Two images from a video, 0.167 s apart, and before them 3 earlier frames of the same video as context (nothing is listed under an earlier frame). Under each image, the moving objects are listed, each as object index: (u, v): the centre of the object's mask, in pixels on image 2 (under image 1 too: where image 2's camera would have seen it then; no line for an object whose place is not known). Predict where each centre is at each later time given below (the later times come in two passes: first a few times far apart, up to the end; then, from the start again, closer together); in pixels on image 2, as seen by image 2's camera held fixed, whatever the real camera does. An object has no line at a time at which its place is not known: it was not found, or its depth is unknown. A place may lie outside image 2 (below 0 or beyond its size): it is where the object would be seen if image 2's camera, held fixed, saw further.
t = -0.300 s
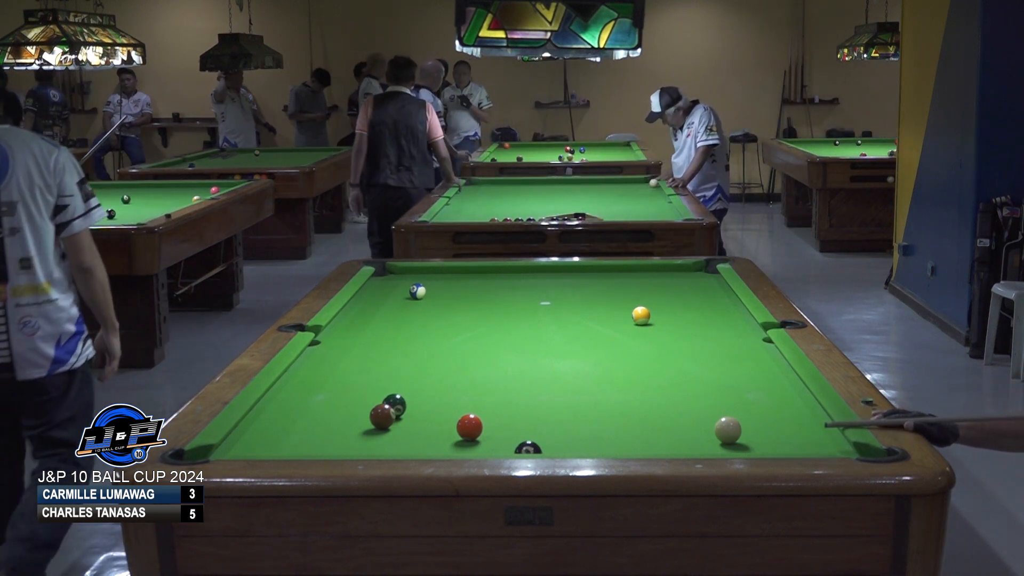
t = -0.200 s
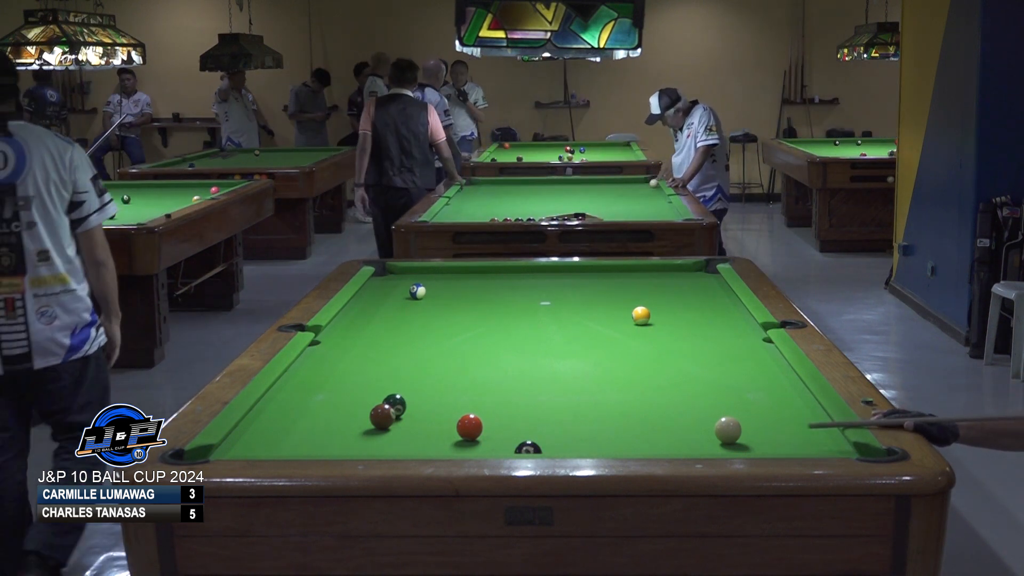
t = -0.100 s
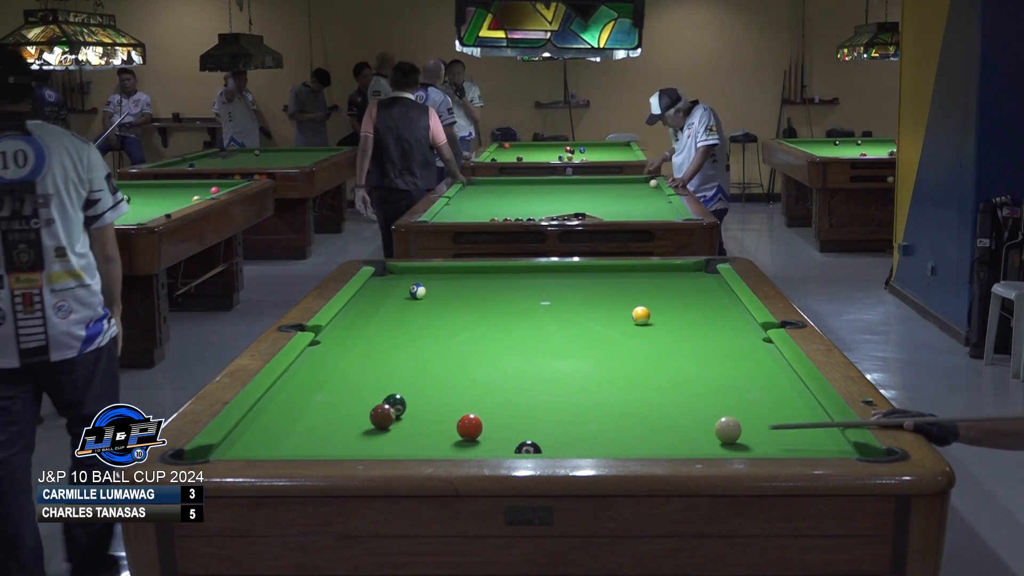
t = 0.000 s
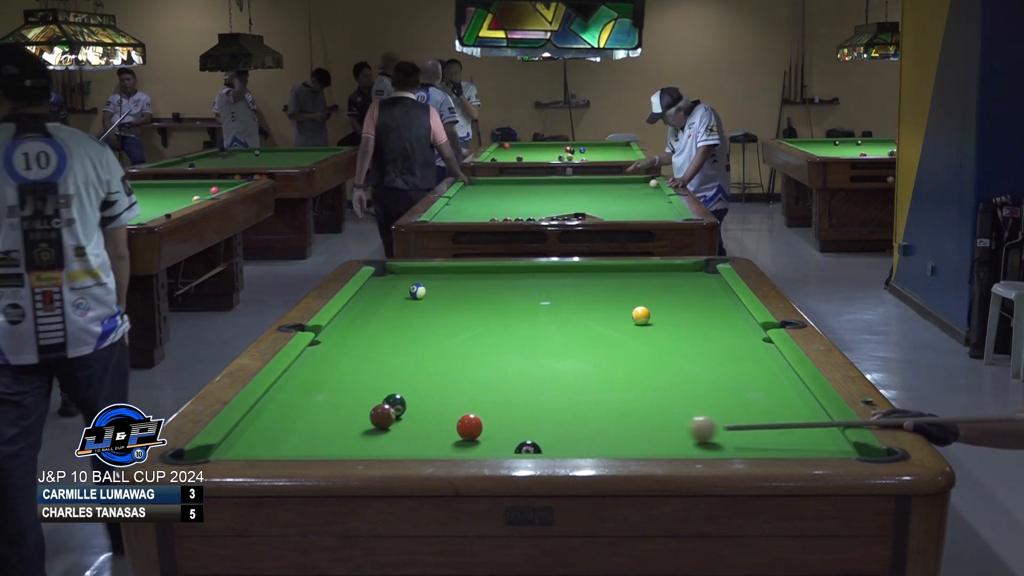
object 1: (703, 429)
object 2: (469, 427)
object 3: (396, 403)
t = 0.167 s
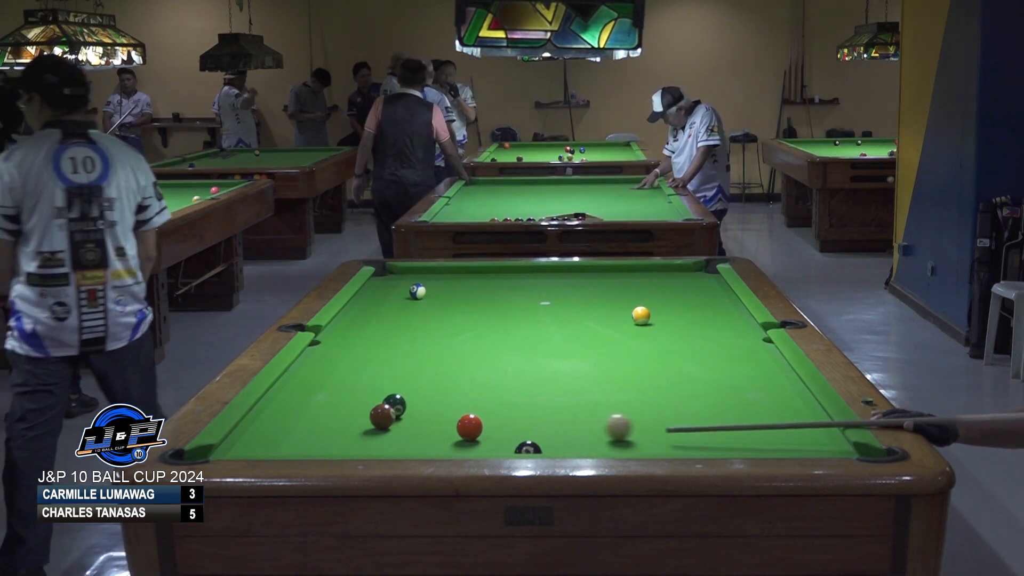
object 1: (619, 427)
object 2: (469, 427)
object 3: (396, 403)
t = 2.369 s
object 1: (398, 387)
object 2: (263, 443)
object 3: (279, 398)
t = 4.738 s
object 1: (392, 383)
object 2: (266, 441)
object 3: (288, 396)
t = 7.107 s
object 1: (392, 383)
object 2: (266, 441)
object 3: (288, 396)
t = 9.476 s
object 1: (392, 383)
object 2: (266, 441)
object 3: (288, 396)
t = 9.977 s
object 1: (392, 383)
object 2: (266, 441)
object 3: (288, 396)
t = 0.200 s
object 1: (602, 427)
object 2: (469, 427)
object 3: (396, 403)
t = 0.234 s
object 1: (586, 426)
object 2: (469, 427)
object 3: (396, 403)
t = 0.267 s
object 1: (570, 426)
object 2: (469, 427)
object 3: (396, 403)
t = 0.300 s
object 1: (554, 426)
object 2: (469, 427)
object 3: (396, 403)
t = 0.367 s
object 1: (522, 425)
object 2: (469, 427)
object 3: (396, 403)
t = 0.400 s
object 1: (507, 425)
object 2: (469, 427)
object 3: (396, 403)
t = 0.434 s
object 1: (494, 424)
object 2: (466, 427)
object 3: (396, 403)
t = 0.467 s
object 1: (491, 423)
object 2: (454, 428)
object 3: (396, 403)
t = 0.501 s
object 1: (486, 421)
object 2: (442, 429)
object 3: (396, 403)
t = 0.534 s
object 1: (481, 420)
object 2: (432, 430)
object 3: (396, 403)
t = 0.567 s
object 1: (475, 419)
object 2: (423, 431)
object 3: (396, 403)
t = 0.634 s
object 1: (465, 417)
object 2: (404, 433)
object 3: (396, 404)
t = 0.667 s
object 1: (459, 416)
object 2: (395, 433)
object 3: (396, 404)
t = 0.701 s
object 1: (454, 415)
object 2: (386, 434)
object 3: (396, 404)
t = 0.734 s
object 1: (449, 414)
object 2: (377, 435)
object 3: (396, 404)
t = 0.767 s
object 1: (444, 413)
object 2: (368, 436)
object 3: (396, 403)
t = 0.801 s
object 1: (439, 412)
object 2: (358, 437)
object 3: (396, 403)
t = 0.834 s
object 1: (434, 410)
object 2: (350, 438)
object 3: (396, 404)
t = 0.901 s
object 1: (424, 408)
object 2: (331, 439)
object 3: (396, 404)
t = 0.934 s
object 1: (420, 407)
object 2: (322, 440)
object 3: (396, 404)
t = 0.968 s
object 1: (418, 406)
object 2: (313, 441)
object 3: (393, 402)
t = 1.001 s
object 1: (418, 406)
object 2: (304, 441)
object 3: (389, 401)
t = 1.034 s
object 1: (417, 405)
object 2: (295, 442)
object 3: (384, 400)
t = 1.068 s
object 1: (416, 404)
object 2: (286, 442)
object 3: (379, 400)
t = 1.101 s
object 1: (416, 404)
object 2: (277, 443)
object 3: (375, 401)
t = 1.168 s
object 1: (414, 402)
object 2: (259, 444)
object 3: (368, 403)
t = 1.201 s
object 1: (414, 402)
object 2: (250, 444)
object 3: (366, 403)
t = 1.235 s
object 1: (413, 401)
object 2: (241, 445)
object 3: (363, 403)
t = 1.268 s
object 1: (412, 401)
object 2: (232, 446)
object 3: (361, 404)
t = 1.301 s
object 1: (412, 400)
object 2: (228, 447)
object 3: (358, 403)
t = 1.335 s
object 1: (411, 400)
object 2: (230, 447)
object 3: (355, 403)
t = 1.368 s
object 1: (411, 399)
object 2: (232, 447)
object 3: (352, 403)
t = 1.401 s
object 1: (410, 398)
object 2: (234, 448)
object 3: (349, 403)
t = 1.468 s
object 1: (409, 397)
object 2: (238, 448)
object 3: (343, 402)
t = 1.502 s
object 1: (409, 397)
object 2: (240, 449)
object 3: (340, 402)
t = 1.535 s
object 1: (408, 396)
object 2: (242, 449)
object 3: (337, 402)
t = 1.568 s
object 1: (408, 396)
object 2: (245, 449)
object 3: (334, 402)
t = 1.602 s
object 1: (407, 395)
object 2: (246, 449)
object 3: (332, 402)
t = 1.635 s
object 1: (407, 395)
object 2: (247, 449)
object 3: (329, 401)
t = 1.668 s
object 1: (407, 394)
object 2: (248, 449)
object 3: (326, 401)
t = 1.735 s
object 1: (406, 393)
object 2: (250, 448)
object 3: (321, 401)
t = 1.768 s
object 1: (405, 393)
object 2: (251, 448)
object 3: (319, 401)
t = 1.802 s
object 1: (405, 392)
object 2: (252, 447)
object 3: (316, 401)
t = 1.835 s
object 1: (404, 392)
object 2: (253, 447)
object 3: (314, 400)
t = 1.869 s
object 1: (404, 392)
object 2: (254, 447)
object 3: (311, 400)
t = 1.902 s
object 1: (403, 391)
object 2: (255, 446)
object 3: (309, 400)
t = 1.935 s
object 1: (403, 391)
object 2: (256, 446)
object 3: (306, 400)
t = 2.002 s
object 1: (402, 390)
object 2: (257, 446)
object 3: (302, 400)
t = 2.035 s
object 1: (401, 390)
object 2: (258, 446)
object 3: (300, 399)
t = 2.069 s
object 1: (401, 389)
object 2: (259, 445)
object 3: (297, 399)
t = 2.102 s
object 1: (401, 389)
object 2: (259, 445)
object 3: (295, 399)
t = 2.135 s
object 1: (400, 389)
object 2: (260, 445)
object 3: (293, 399)
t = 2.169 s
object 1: (400, 388)
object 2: (261, 445)
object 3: (291, 399)
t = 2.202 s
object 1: (400, 388)
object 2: (261, 444)
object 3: (289, 399)
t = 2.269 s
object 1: (399, 388)
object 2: (262, 444)
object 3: (285, 398)
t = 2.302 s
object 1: (398, 387)
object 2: (262, 444)
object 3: (283, 398)
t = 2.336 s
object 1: (398, 387)
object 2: (263, 444)
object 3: (281, 398)
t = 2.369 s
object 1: (398, 387)
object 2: (263, 443)
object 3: (279, 398)
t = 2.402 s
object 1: (397, 386)
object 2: (263, 443)
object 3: (277, 398)
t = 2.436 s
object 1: (397, 386)
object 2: (264, 443)
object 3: (275, 398)
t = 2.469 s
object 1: (397, 386)
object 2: (264, 443)
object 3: (274, 398)
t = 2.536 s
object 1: (396, 385)
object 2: (265, 443)
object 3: (274, 397)
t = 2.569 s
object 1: (396, 385)
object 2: (265, 442)
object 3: (275, 397)
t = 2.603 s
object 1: (396, 385)
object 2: (265, 442)
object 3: (276, 397)
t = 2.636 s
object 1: (395, 385)
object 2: (265, 442)
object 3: (277, 397)
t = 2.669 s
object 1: (395, 385)
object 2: (265, 442)
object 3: (278, 397)
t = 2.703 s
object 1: (395, 384)
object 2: (266, 442)
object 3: (279, 397)
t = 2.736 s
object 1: (395, 384)
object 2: (266, 442)
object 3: (279, 397)
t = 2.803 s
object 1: (394, 384)
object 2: (266, 441)
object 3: (281, 397)
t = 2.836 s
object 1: (394, 384)
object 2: (266, 441)
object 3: (282, 397)
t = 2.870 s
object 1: (394, 384)
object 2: (266, 441)
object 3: (282, 397)
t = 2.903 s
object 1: (394, 384)
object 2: (266, 441)
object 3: (283, 397)
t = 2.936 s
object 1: (394, 384)
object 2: (266, 441)
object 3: (284, 397)
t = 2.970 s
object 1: (394, 383)
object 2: (266, 441)
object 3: (284, 396)
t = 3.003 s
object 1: (393, 383)
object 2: (266, 441)
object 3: (285, 396)
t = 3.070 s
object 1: (393, 383)
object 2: (266, 441)
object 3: (286, 396)
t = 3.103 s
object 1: (393, 383)
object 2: (266, 441)
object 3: (286, 396)
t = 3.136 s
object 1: (393, 383)
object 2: (266, 441)
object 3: (286, 396)
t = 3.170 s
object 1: (393, 383)
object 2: (266, 441)
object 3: (287, 396)
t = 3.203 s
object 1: (393, 383)
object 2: (266, 441)
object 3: (287, 396)
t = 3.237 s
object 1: (393, 383)
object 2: (266, 441)
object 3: (288, 396)
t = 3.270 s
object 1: (392, 383)
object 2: (266, 441)
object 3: (288, 396)
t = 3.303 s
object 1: (392, 383)
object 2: (266, 441)
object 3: (288, 396)
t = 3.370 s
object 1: (392, 383)
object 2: (266, 441)
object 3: (288, 396)
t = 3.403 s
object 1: (392, 383)
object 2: (266, 441)
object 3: (288, 396)
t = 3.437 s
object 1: (392, 383)
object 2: (266, 441)
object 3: (288, 396)
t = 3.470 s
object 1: (392, 383)
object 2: (266, 441)
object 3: (288, 396)
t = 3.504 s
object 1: (392, 383)
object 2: (266, 441)
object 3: (288, 396)
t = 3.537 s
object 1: (392, 383)
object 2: (266, 441)
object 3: (288, 396)
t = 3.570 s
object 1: (392, 383)
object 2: (266, 441)
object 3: (288, 396)
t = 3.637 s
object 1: (392, 383)
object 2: (266, 441)
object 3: (288, 396)
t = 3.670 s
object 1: (392, 383)
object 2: (266, 441)
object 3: (288, 396)
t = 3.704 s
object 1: (392, 383)
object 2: (266, 441)
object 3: (288, 396)
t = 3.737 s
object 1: (392, 383)
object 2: (266, 441)
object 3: (288, 396)
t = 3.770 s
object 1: (392, 383)
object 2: (266, 441)
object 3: (288, 396)
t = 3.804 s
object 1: (392, 383)
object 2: (266, 441)
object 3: (288, 396)
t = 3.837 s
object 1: (392, 383)
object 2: (266, 441)
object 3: (288, 396)
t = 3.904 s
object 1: (392, 383)
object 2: (266, 441)
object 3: (288, 396)
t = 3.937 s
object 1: (392, 383)
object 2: (266, 441)
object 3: (288, 396)
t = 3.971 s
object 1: (392, 383)
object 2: (266, 441)
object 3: (288, 396)
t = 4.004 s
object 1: (392, 383)
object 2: (266, 441)
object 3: (288, 396)
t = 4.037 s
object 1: (392, 383)
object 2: (266, 441)
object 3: (288, 396)
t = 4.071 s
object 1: (392, 383)
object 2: (266, 441)
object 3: (288, 396)
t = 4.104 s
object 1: (392, 383)
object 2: (266, 441)
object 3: (288, 396)
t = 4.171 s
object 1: (392, 383)
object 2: (266, 441)
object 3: (288, 396)
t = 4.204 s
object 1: (392, 383)
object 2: (266, 441)
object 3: (288, 396)
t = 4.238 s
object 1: (392, 383)
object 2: (266, 441)
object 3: (288, 396)
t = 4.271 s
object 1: (392, 383)
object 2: (266, 441)
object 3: (288, 396)
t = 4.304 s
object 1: (392, 383)
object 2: (266, 441)
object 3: (288, 396)
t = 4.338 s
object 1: (392, 383)
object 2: (266, 441)
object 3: (288, 396)
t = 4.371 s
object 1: (392, 383)
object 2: (266, 441)
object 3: (288, 396)
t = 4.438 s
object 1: (392, 383)
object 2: (266, 441)
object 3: (288, 396)
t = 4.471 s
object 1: (392, 383)
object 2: (266, 441)
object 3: (288, 396)
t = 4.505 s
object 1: (392, 383)
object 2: (266, 441)
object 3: (288, 396)
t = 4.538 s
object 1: (392, 383)
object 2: (266, 441)
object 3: (288, 396)
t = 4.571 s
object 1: (392, 383)
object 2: (266, 441)
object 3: (288, 396)
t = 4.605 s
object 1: (392, 383)
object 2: (266, 441)
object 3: (288, 396)
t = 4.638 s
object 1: (392, 383)
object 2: (266, 441)
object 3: (288, 396)
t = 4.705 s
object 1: (392, 383)
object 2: (266, 441)
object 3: (288, 396)
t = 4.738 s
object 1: (392, 383)
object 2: (266, 441)
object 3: (288, 396)
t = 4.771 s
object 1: (392, 383)
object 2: (266, 441)
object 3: (288, 396)
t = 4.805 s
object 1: (392, 383)
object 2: (266, 441)
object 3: (288, 396)
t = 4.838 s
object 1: (392, 383)
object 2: (266, 441)
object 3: (288, 396)
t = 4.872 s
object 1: (392, 383)
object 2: (266, 441)
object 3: (288, 396)
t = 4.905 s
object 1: (392, 383)
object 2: (266, 441)
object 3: (288, 396)
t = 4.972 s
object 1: (392, 383)
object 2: (266, 441)
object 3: (288, 396)
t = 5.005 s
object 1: (392, 383)
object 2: (266, 441)
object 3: (288, 396)
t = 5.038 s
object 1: (392, 383)
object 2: (266, 441)
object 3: (288, 396)
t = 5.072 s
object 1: (392, 383)
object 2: (266, 441)
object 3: (288, 396)
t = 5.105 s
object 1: (392, 383)
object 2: (266, 441)
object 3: (288, 396)
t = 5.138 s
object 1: (392, 383)
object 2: (266, 441)
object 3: (288, 396)
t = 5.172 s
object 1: (392, 383)
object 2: (266, 441)
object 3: (288, 396)
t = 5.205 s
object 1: (392, 383)
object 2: (266, 441)
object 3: (288, 396)
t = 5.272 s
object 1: (392, 383)
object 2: (266, 441)
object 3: (288, 396)
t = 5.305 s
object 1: (392, 383)
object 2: (266, 441)
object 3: (288, 396)
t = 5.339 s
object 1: (392, 383)
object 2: (266, 441)
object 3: (288, 396)
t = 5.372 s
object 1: (392, 383)
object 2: (266, 441)
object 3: (288, 396)
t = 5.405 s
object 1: (392, 383)
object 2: (266, 441)
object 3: (288, 396)
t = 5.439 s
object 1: (392, 383)
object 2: (266, 441)
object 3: (288, 396)
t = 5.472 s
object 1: (392, 383)
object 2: (266, 441)
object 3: (288, 396)
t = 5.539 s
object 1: (392, 383)
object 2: (266, 441)
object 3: (288, 396)
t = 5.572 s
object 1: (392, 383)
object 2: (266, 441)
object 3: (288, 396)
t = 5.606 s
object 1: (392, 383)
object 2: (266, 441)
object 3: (288, 396)
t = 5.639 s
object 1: (392, 383)
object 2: (266, 441)
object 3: (288, 396)
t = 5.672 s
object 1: (392, 383)
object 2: (266, 441)
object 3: (288, 396)
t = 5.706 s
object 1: (392, 383)
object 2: (266, 441)
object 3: (288, 396)
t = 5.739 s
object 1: (392, 383)
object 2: (266, 441)
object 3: (288, 396)
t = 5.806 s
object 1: (392, 383)
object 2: (266, 441)
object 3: (288, 396)
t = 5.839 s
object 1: (392, 383)
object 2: (266, 441)
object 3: (288, 396)
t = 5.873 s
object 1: (392, 383)
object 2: (266, 441)
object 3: (288, 396)
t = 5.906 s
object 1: (392, 383)
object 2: (266, 441)
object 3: (288, 396)
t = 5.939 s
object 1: (392, 383)
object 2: (266, 441)
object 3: (288, 396)
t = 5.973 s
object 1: (392, 383)
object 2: (266, 441)
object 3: (288, 396)
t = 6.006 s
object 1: (392, 383)
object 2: (266, 441)
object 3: (288, 396)
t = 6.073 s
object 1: (392, 383)
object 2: (266, 441)
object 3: (288, 396)
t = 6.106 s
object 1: (392, 383)
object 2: (266, 441)
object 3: (288, 396)
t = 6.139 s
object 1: (392, 383)
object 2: (266, 441)
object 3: (288, 396)
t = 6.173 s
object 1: (392, 383)
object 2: (266, 441)
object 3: (288, 396)
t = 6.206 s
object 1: (392, 383)
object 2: (266, 441)
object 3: (288, 396)
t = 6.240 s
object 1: (392, 383)
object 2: (266, 441)
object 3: (288, 396)
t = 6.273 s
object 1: (392, 383)
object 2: (266, 441)
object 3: (288, 396)
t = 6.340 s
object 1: (392, 383)
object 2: (266, 441)
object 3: (288, 396)
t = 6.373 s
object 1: (392, 383)
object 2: (266, 441)
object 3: (288, 396)
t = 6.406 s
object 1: (392, 383)
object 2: (266, 441)
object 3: (288, 396)
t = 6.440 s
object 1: (392, 383)
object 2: (266, 441)
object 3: (288, 396)
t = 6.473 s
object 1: (392, 383)
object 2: (266, 441)
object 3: (288, 396)
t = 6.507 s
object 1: (392, 383)
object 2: (266, 441)
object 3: (288, 396)
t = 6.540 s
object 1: (392, 383)
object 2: (266, 441)
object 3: (288, 396)
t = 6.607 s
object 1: (392, 383)
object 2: (266, 441)
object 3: (288, 396)
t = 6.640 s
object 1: (392, 383)
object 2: (266, 441)
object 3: (288, 396)
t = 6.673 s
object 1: (392, 383)
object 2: (266, 441)
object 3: (288, 396)
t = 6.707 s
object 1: (392, 383)
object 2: (266, 441)
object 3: (288, 396)
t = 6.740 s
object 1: (392, 383)
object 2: (266, 441)
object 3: (288, 396)
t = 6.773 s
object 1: (392, 383)
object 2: (266, 441)
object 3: (288, 396)
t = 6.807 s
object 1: (392, 383)
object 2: (266, 441)
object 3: (288, 396)
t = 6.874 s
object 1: (392, 383)
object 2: (266, 441)
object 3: (288, 396)
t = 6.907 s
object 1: (392, 383)
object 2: (266, 441)
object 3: (288, 396)
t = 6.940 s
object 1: (392, 383)
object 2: (266, 441)
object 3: (288, 396)
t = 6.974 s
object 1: (392, 383)
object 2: (266, 441)
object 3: (288, 396)
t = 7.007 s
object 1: (392, 383)
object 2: (266, 441)
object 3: (288, 396)
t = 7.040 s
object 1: (392, 383)
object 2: (266, 441)
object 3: (288, 396)
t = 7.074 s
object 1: (392, 383)
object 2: (266, 441)
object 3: (288, 396)
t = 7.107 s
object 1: (392, 383)
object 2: (266, 441)
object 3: (288, 396)
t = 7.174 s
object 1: (392, 383)
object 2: (266, 441)
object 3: (288, 396)
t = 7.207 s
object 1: (392, 383)
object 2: (266, 441)
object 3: (288, 396)
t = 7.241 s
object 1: (392, 383)
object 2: (266, 441)
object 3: (288, 396)
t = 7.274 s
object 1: (392, 383)
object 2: (266, 441)
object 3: (288, 396)
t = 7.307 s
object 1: (392, 383)
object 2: (266, 441)
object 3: (288, 396)
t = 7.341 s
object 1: (392, 383)
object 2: (266, 441)
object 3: (288, 396)
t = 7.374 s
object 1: (392, 383)
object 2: (266, 441)
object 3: (288, 396)
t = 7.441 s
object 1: (392, 383)
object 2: (266, 441)
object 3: (288, 396)
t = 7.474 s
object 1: (392, 383)
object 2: (266, 441)
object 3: (288, 396)
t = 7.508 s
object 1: (392, 383)
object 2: (266, 441)
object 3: (288, 396)
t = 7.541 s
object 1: (392, 383)
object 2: (266, 441)
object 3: (288, 396)
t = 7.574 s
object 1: (392, 383)
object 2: (266, 441)
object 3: (288, 396)
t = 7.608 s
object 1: (392, 383)
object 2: (266, 441)
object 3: (288, 396)
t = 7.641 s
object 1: (392, 383)
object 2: (266, 441)
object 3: (288, 396)
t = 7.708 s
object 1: (392, 383)
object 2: (266, 441)
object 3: (288, 396)
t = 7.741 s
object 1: (392, 383)
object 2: (266, 441)
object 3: (288, 396)
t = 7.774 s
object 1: (392, 383)
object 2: (266, 441)
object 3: (288, 396)
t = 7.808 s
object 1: (392, 383)
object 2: (266, 441)
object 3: (288, 396)
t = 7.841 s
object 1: (392, 383)
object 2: (266, 441)
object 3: (288, 396)
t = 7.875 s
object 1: (392, 383)
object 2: (266, 441)
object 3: (288, 396)
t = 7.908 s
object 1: (392, 383)
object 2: (266, 441)
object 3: (288, 396)
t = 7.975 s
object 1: (392, 383)
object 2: (266, 441)
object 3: (288, 396)
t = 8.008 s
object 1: (392, 383)
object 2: (266, 441)
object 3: (288, 396)
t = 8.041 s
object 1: (392, 383)
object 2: (266, 441)
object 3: (288, 396)
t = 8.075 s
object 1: (392, 383)
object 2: (266, 441)
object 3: (288, 396)
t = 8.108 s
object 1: (392, 383)
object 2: (266, 441)
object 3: (288, 396)
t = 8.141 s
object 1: (392, 383)
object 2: (266, 441)
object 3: (288, 396)
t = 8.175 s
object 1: (392, 383)
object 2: (266, 441)
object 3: (288, 396)
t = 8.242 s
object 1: (392, 383)
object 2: (266, 441)
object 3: (288, 396)
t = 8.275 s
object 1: (392, 383)
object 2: (266, 441)
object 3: (288, 396)
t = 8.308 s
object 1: (392, 383)
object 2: (266, 441)
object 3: (288, 396)
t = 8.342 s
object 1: (392, 383)
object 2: (266, 441)
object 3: (288, 396)
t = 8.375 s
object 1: (392, 383)
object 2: (266, 441)
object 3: (288, 396)
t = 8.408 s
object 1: (392, 383)
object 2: (266, 441)
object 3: (288, 396)
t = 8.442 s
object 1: (392, 383)
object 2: (266, 441)
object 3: (288, 396)
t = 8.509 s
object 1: (392, 383)
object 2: (266, 441)
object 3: (288, 396)
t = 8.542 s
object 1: (392, 383)
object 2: (266, 441)
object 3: (288, 396)
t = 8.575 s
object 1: (392, 383)
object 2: (266, 441)
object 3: (288, 396)
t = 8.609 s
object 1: (392, 383)
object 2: (266, 441)
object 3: (288, 396)
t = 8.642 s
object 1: (392, 383)
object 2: (266, 441)
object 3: (288, 396)
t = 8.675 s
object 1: (392, 383)
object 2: (266, 441)
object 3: (288, 396)
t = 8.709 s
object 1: (392, 383)
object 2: (266, 441)
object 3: (288, 396)
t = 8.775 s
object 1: (392, 383)
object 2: (266, 441)
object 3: (288, 396)
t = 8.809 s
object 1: (392, 383)
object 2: (266, 441)
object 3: (288, 396)
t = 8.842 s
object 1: (392, 383)
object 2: (266, 441)
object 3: (288, 396)
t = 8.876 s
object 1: (392, 383)
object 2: (266, 441)
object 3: (288, 396)
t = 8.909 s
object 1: (392, 383)
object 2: (266, 441)
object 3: (288, 396)
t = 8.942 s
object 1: (392, 383)
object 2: (266, 441)
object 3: (288, 396)
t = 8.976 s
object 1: (392, 383)
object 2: (266, 441)
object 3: (288, 396)
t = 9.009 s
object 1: (392, 383)
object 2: (266, 441)
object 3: (288, 396)
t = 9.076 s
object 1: (392, 383)
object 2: (266, 441)
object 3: (288, 396)
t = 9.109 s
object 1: (392, 383)
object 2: (266, 441)
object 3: (288, 396)
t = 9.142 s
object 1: (392, 383)
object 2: (266, 441)
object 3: (288, 396)
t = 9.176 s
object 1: (392, 383)
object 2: (266, 441)
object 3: (288, 396)
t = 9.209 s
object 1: (392, 383)
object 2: (266, 441)
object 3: (288, 396)
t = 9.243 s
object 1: (392, 383)
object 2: (266, 441)
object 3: (288, 396)
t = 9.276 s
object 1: (392, 383)
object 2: (266, 441)
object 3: (288, 396)
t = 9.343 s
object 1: (392, 383)
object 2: (266, 441)
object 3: (288, 396)
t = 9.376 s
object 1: (392, 383)
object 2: (266, 441)
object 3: (288, 396)
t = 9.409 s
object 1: (392, 383)
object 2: (266, 441)
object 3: (288, 396)
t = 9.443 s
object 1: (392, 383)
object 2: (266, 441)
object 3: (288, 396)
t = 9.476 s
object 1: (392, 383)
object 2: (266, 441)
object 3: (288, 396)
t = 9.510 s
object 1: (392, 383)
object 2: (266, 441)
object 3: (288, 396)
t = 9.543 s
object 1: (392, 383)
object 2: (266, 441)
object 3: (288, 396)
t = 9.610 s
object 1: (392, 383)
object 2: (266, 441)
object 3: (288, 396)
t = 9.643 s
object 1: (392, 383)
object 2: (266, 441)
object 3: (288, 396)
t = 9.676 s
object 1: (392, 383)
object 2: (266, 441)
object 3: (288, 396)
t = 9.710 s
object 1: (392, 383)
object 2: (266, 441)
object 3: (288, 396)
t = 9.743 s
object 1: (392, 383)
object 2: (266, 441)
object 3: (288, 396)
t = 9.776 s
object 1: (392, 383)
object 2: (266, 441)
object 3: (288, 396)
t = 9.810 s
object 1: (392, 383)
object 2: (266, 441)
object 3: (288, 396)
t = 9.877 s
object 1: (392, 383)
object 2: (266, 441)
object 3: (288, 396)
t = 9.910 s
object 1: (392, 383)
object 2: (266, 441)
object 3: (288, 396)
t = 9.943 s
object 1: (392, 383)
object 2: (266, 441)
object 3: (288, 396)
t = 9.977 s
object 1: (392, 383)
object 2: (266, 441)
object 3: (288, 396)
